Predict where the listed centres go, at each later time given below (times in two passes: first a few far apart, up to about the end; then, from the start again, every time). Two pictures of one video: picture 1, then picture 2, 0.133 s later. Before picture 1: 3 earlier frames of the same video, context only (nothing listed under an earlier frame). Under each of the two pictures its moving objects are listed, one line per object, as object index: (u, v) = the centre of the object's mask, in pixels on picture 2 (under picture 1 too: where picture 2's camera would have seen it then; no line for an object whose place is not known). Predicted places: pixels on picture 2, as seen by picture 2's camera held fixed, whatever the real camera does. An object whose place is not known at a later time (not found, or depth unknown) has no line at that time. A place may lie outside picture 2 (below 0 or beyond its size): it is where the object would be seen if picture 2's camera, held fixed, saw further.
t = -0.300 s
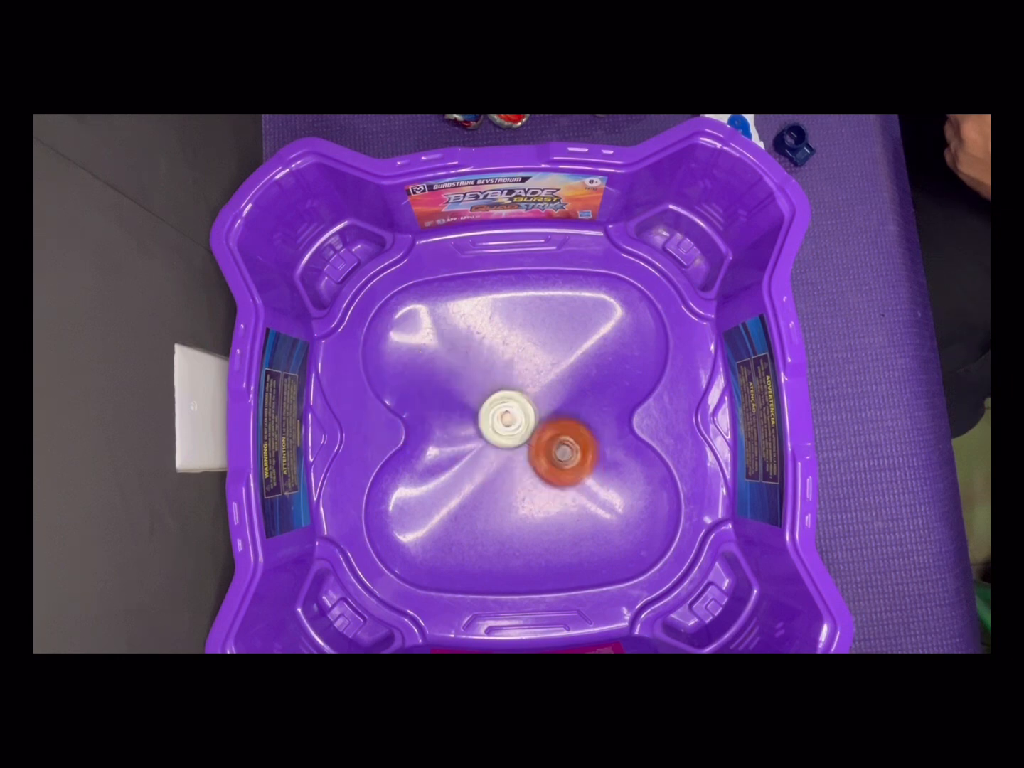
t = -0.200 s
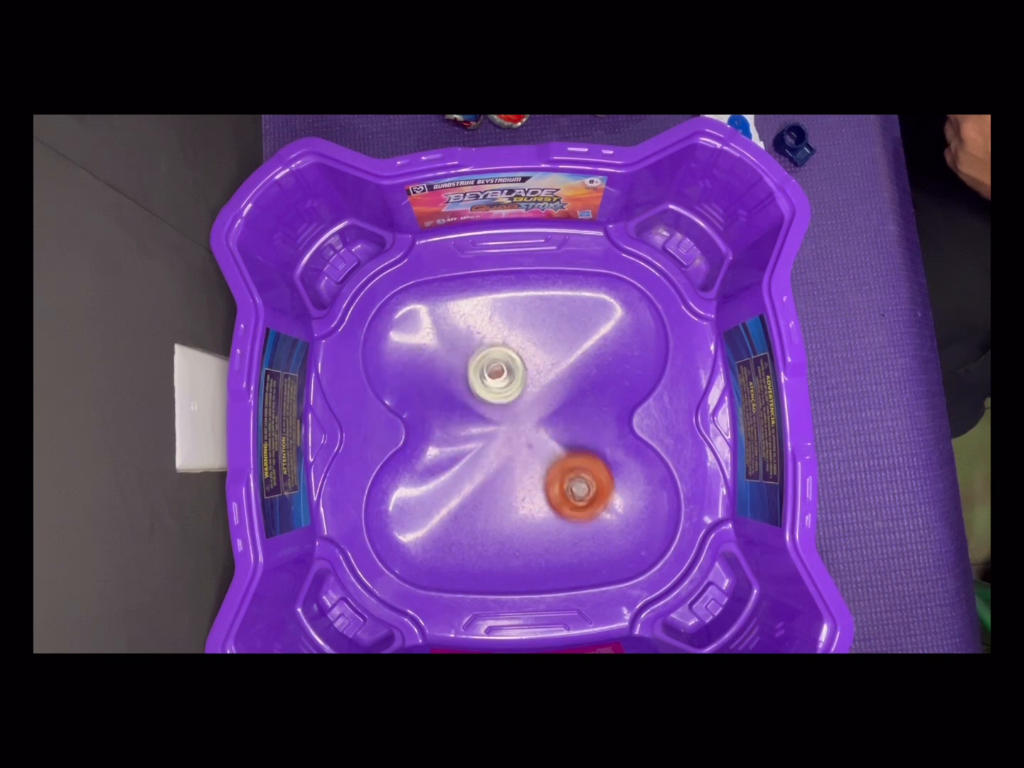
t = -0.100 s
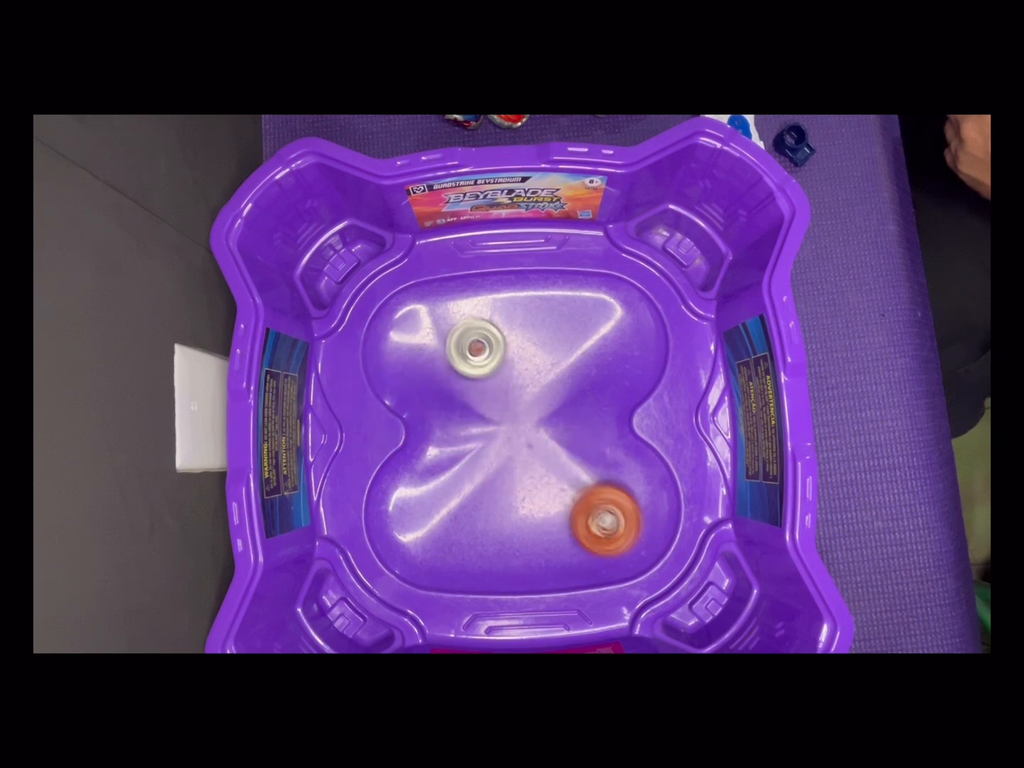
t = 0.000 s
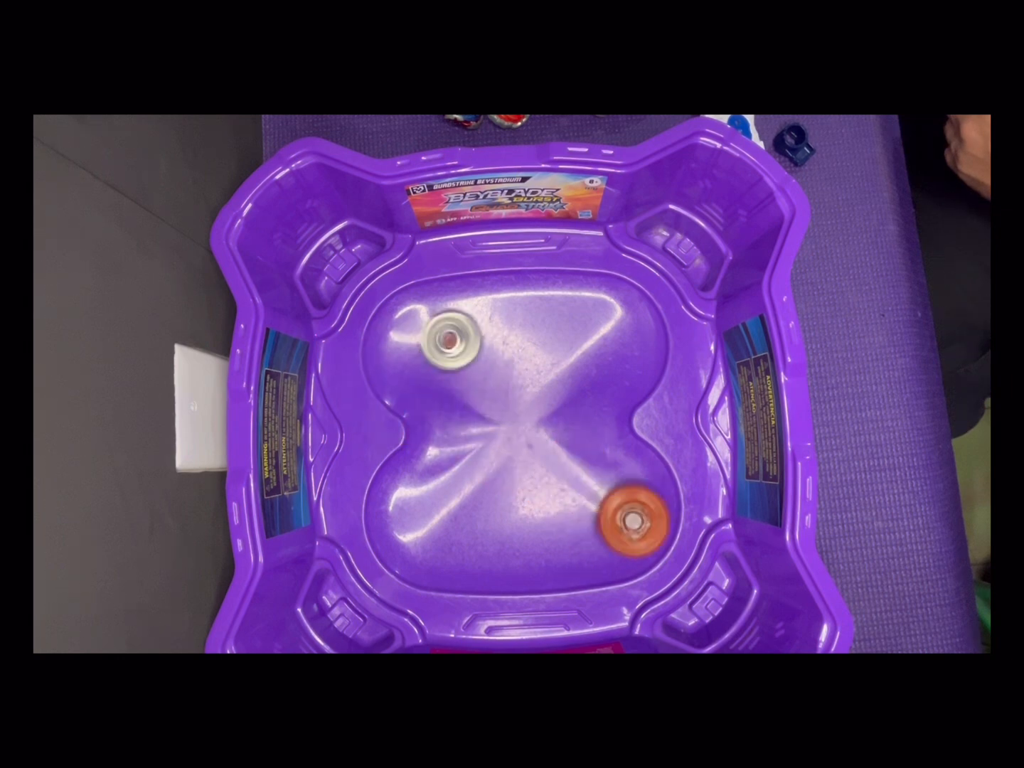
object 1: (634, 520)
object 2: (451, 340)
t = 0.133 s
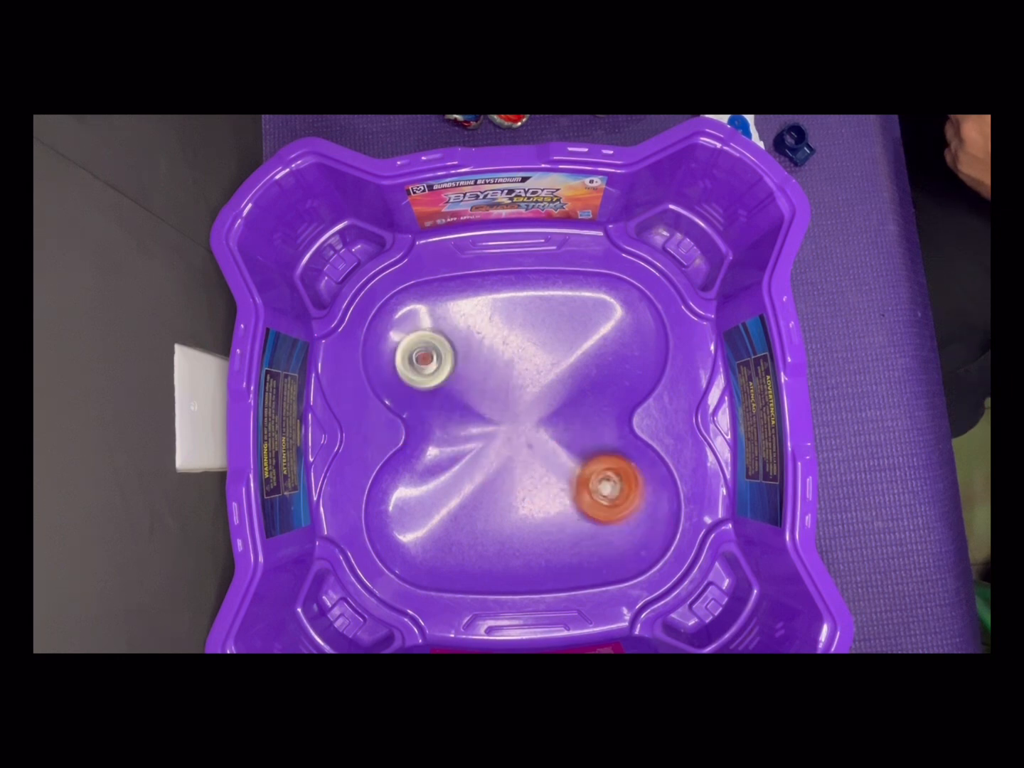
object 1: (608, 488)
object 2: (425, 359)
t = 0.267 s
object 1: (540, 477)
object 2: (456, 390)
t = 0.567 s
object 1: (423, 506)
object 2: (556, 397)
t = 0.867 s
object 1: (471, 477)
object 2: (564, 349)
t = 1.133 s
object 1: (496, 439)
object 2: (548, 401)
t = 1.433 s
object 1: (519, 387)
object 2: (601, 355)
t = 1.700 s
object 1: (477, 395)
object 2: (567, 369)
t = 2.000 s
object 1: (501, 491)
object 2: (551, 402)
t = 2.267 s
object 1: (584, 499)
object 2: (488, 423)
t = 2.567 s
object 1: (534, 455)
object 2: (466, 488)
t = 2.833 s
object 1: (515, 437)
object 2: (447, 511)
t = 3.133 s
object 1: (508, 391)
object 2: (422, 545)
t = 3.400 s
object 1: (483, 385)
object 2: (434, 483)
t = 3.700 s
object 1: (502, 419)
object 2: (478, 487)
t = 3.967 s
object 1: (563, 394)
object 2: (519, 507)
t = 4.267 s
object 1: (525, 407)
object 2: (584, 509)
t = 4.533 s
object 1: (475, 436)
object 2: (568, 452)
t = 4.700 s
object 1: (484, 433)
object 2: (539, 427)
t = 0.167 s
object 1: (591, 482)
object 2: (428, 368)
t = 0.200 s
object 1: (572, 478)
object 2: (436, 376)
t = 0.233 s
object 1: (555, 476)
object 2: (445, 383)
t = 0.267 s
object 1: (540, 477)
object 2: (456, 390)
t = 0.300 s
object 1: (525, 478)
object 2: (468, 397)
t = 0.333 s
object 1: (510, 480)
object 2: (481, 403)
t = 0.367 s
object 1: (497, 481)
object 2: (493, 407)
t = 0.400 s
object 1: (485, 480)
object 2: (506, 409)
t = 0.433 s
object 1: (472, 480)
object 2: (518, 408)
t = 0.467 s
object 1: (459, 482)
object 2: (528, 407)
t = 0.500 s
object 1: (448, 486)
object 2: (538, 404)
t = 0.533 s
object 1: (435, 494)
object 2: (548, 401)
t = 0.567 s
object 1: (423, 506)
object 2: (556, 397)
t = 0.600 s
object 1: (416, 518)
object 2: (562, 392)
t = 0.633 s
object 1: (415, 528)
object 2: (568, 385)
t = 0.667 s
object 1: (421, 534)
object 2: (573, 378)
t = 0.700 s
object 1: (431, 535)
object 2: (578, 370)
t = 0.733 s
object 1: (442, 528)
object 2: (580, 362)
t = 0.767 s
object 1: (452, 516)
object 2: (581, 354)
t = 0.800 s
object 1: (461, 504)
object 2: (578, 349)
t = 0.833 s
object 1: (467, 490)
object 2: (572, 347)
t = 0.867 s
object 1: (471, 477)
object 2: (564, 349)
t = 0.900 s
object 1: (475, 466)
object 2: (556, 354)
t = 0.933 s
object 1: (478, 457)
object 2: (549, 359)
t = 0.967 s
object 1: (481, 451)
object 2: (542, 367)
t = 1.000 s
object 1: (484, 447)
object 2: (538, 375)
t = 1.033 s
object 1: (489, 442)
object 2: (534, 385)
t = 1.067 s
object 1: (493, 440)
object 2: (535, 394)
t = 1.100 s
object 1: (493, 440)
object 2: (542, 399)
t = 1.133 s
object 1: (496, 439)
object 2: (548, 401)
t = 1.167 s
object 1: (501, 435)
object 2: (556, 402)
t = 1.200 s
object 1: (507, 429)
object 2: (563, 401)
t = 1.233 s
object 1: (513, 422)
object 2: (569, 398)
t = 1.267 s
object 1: (516, 416)
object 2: (576, 392)
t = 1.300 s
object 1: (517, 408)
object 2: (583, 385)
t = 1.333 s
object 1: (518, 402)
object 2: (588, 377)
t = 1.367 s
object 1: (519, 396)
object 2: (593, 370)
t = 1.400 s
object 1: (519, 392)
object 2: (598, 362)
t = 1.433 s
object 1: (519, 387)
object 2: (601, 355)
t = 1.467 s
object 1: (519, 384)
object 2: (600, 348)
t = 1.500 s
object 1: (519, 381)
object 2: (595, 343)
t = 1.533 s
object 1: (519, 378)
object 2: (587, 341)
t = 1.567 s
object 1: (518, 377)
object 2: (577, 344)
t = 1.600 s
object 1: (514, 377)
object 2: (570, 349)
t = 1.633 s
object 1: (499, 381)
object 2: (571, 353)
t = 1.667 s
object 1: (487, 386)
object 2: (570, 360)
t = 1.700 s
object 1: (477, 395)
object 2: (567, 369)
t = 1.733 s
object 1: (471, 403)
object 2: (565, 377)
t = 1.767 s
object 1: (469, 414)
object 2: (564, 384)
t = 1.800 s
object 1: (469, 427)
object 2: (565, 390)
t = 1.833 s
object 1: (470, 440)
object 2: (565, 395)
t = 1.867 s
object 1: (473, 457)
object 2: (565, 397)
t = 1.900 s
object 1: (476, 471)
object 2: (565, 396)
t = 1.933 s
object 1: (482, 481)
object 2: (562, 396)
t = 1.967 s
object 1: (490, 487)
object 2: (557, 398)
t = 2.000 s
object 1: (501, 491)
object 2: (551, 402)
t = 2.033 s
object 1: (512, 491)
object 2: (544, 408)
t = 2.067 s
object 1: (522, 492)
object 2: (537, 416)
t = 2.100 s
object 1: (532, 491)
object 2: (530, 424)
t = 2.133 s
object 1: (542, 492)
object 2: (522, 429)
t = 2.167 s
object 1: (553, 499)
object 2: (513, 424)
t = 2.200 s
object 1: (563, 502)
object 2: (503, 421)
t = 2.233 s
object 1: (574, 501)
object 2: (494, 421)
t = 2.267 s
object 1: (584, 499)
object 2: (488, 423)
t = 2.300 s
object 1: (591, 495)
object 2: (483, 427)
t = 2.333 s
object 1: (594, 488)
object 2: (479, 433)
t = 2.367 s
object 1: (594, 479)
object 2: (474, 440)
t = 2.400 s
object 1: (588, 471)
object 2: (471, 447)
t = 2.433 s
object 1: (578, 463)
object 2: (468, 456)
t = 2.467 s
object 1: (565, 458)
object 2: (466, 466)
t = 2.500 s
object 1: (554, 454)
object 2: (464, 475)
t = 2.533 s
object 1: (544, 455)
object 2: (464, 483)
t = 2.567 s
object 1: (534, 455)
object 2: (466, 488)
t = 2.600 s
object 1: (526, 457)
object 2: (470, 492)
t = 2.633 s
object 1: (523, 456)
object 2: (468, 496)
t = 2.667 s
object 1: (521, 455)
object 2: (466, 500)
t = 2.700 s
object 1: (517, 454)
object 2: (466, 501)
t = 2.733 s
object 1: (512, 452)
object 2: (466, 501)
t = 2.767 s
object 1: (508, 451)
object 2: (467, 500)
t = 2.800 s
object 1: (508, 446)
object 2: (460, 502)
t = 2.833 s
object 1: (515, 437)
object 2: (447, 511)
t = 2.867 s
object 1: (519, 431)
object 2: (437, 519)
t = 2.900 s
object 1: (519, 426)
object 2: (431, 526)
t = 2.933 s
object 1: (518, 420)
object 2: (426, 530)
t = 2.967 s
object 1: (517, 415)
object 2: (423, 534)
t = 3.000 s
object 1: (516, 409)
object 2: (420, 538)
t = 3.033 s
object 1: (514, 405)
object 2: (418, 542)
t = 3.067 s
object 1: (513, 399)
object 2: (417, 545)
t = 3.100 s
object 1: (510, 395)
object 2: (418, 547)
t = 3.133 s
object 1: (508, 391)
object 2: (422, 545)
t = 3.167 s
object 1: (505, 387)
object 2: (426, 539)
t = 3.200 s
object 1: (502, 385)
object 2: (430, 531)
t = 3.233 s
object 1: (499, 383)
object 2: (434, 521)
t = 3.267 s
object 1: (496, 381)
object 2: (436, 510)
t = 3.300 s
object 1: (492, 381)
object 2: (437, 501)
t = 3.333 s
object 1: (489, 380)
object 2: (436, 492)
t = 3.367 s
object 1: (486, 382)
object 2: (435, 487)
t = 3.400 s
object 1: (483, 385)
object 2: (434, 483)
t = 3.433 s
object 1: (481, 388)
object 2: (433, 482)
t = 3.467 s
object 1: (479, 391)
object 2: (431, 483)
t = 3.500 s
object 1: (479, 395)
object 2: (429, 484)
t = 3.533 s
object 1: (480, 399)
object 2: (431, 486)
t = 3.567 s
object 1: (481, 404)
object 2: (436, 489)
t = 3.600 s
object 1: (484, 409)
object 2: (446, 491)
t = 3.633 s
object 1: (490, 414)
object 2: (456, 490)
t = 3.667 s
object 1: (496, 418)
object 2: (468, 489)
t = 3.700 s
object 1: (502, 419)
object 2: (478, 487)
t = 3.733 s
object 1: (508, 421)
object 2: (487, 485)
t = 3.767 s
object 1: (520, 409)
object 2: (489, 493)
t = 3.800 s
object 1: (532, 400)
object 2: (491, 497)
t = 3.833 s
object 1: (541, 394)
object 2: (494, 499)
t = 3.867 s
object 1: (548, 391)
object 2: (499, 500)
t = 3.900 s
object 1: (555, 390)
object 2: (505, 502)
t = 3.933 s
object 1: (560, 392)
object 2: (512, 505)
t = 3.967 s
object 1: (563, 394)
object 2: (519, 507)
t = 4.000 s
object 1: (565, 396)
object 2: (525, 510)
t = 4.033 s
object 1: (567, 399)
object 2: (531, 512)
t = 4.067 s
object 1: (566, 399)
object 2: (539, 515)
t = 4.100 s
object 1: (561, 399)
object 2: (547, 516)
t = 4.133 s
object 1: (557, 399)
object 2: (553, 517)
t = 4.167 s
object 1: (551, 399)
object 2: (560, 516)
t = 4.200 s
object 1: (544, 399)
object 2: (568, 516)
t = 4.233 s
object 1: (535, 403)
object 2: (577, 513)
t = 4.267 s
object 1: (525, 407)
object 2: (584, 509)
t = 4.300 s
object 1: (516, 412)
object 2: (589, 505)
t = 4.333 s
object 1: (506, 418)
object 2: (594, 498)
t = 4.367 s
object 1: (496, 423)
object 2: (596, 491)
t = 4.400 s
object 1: (489, 426)
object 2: (594, 482)
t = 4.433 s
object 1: (482, 429)
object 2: (589, 475)
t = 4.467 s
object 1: (478, 432)
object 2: (584, 467)
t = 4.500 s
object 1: (476, 434)
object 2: (577, 460)
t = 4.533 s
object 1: (475, 436)
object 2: (568, 452)
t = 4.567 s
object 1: (478, 436)
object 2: (558, 444)
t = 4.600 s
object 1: (481, 439)
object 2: (550, 439)
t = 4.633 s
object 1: (485, 441)
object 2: (541, 433)
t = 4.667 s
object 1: (485, 438)
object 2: (539, 430)
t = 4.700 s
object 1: (484, 433)
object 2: (539, 427)
